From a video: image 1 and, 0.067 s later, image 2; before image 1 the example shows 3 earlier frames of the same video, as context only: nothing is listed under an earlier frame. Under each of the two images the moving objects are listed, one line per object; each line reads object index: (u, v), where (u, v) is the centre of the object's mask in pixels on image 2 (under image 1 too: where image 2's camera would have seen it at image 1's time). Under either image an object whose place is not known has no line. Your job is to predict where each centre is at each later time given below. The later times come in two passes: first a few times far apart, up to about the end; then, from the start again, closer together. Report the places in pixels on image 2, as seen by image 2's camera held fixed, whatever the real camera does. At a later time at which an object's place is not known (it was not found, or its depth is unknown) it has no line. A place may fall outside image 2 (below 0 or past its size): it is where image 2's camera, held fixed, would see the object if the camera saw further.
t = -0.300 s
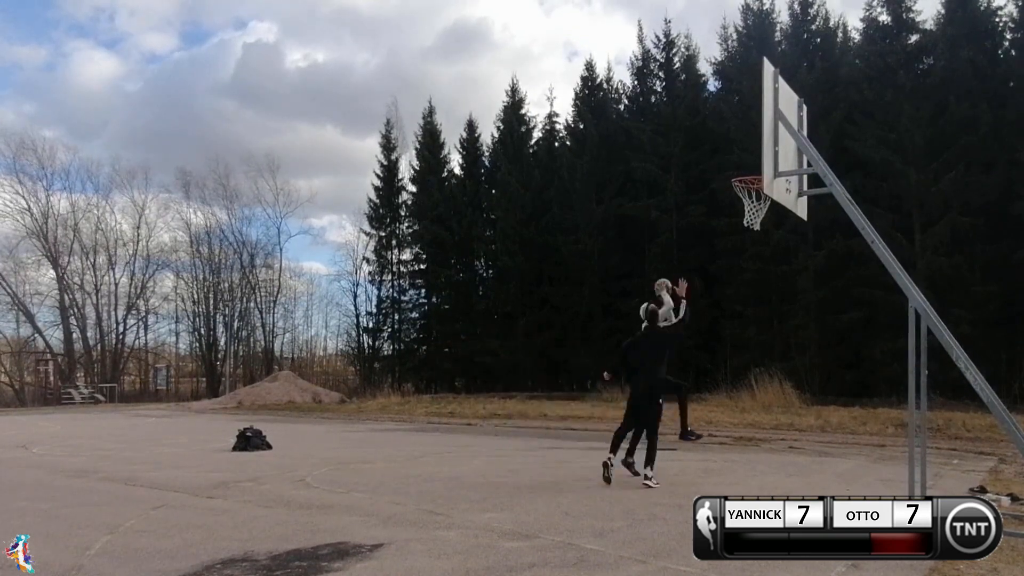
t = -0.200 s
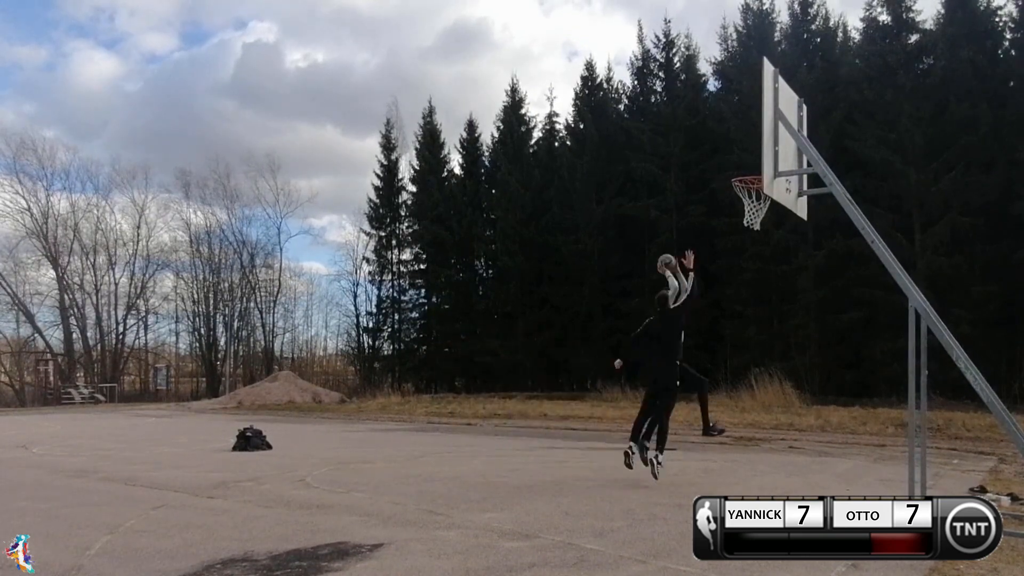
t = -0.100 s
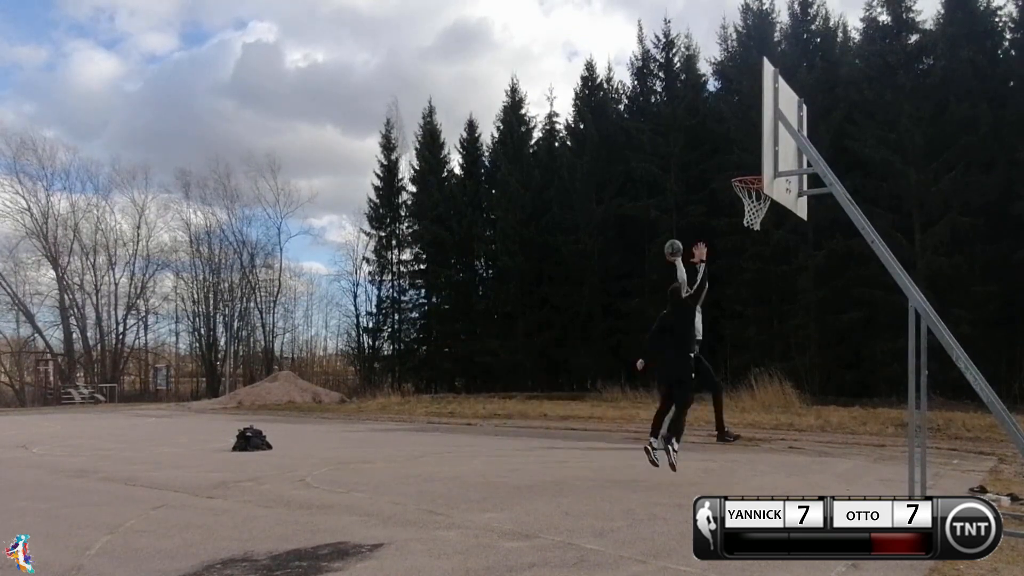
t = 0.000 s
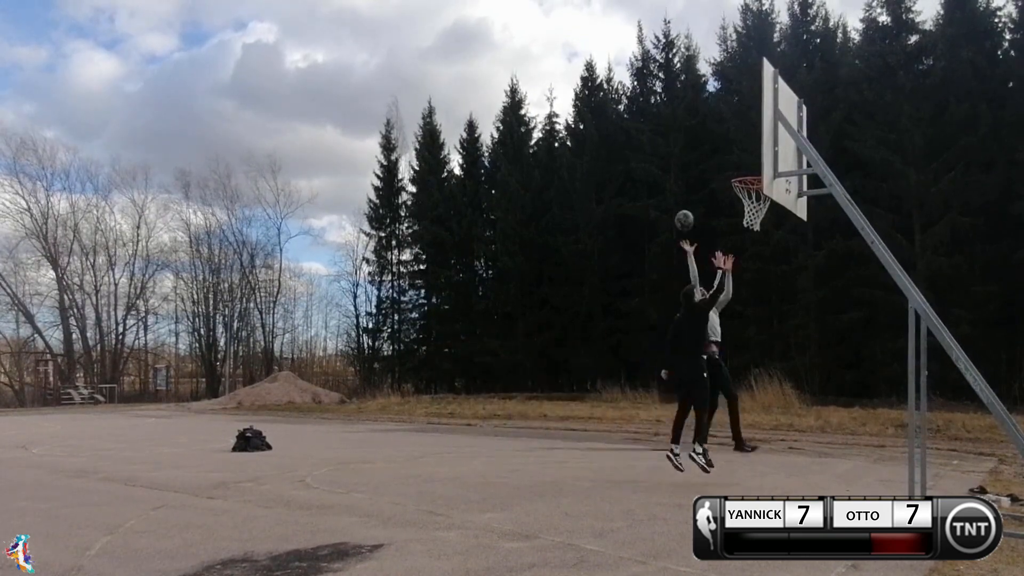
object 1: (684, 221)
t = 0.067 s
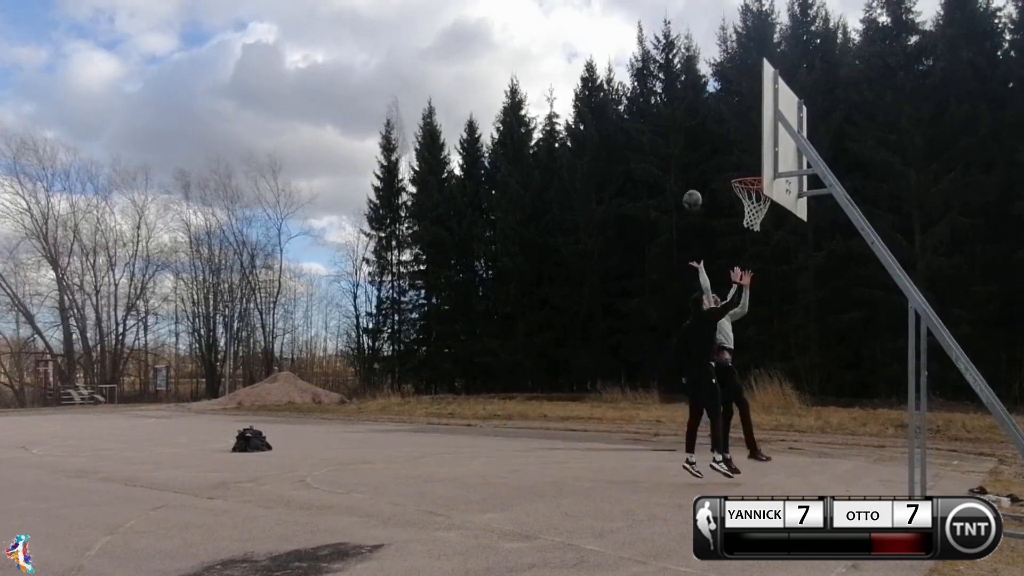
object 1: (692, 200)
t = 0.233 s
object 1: (714, 165)
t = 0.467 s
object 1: (749, 155)
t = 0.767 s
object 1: (760, 151)
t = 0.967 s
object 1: (752, 163)
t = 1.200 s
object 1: (742, 205)
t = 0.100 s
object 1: (696, 192)
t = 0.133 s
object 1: (700, 184)
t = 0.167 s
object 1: (705, 176)
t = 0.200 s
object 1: (709, 170)
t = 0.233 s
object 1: (714, 165)
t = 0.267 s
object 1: (718, 160)
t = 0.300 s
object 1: (723, 157)
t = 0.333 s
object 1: (728, 155)
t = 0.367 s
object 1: (733, 154)
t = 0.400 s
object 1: (738, 153)
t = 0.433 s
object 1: (743, 154)
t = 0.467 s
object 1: (749, 155)
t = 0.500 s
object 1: (753, 158)
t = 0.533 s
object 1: (756, 162)
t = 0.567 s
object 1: (758, 167)
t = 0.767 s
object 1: (760, 151)
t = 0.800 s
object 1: (759, 150)
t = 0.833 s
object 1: (757, 150)
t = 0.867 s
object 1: (756, 152)
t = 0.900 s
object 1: (755, 154)
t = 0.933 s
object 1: (753, 158)
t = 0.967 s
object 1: (752, 163)
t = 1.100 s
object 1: (738, 192)
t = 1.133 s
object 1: (739, 197)
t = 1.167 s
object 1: (741, 200)
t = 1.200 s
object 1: (742, 205)
